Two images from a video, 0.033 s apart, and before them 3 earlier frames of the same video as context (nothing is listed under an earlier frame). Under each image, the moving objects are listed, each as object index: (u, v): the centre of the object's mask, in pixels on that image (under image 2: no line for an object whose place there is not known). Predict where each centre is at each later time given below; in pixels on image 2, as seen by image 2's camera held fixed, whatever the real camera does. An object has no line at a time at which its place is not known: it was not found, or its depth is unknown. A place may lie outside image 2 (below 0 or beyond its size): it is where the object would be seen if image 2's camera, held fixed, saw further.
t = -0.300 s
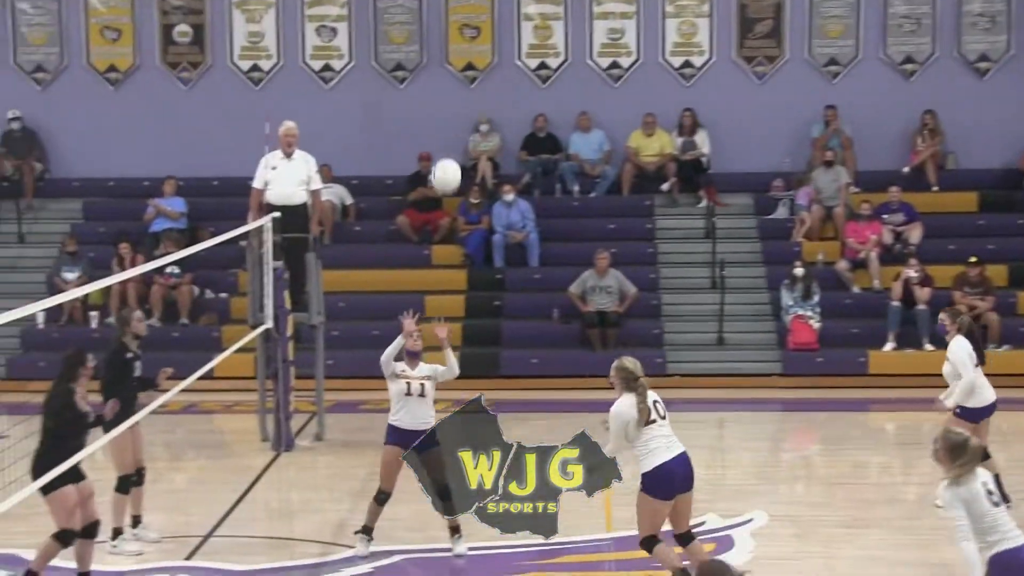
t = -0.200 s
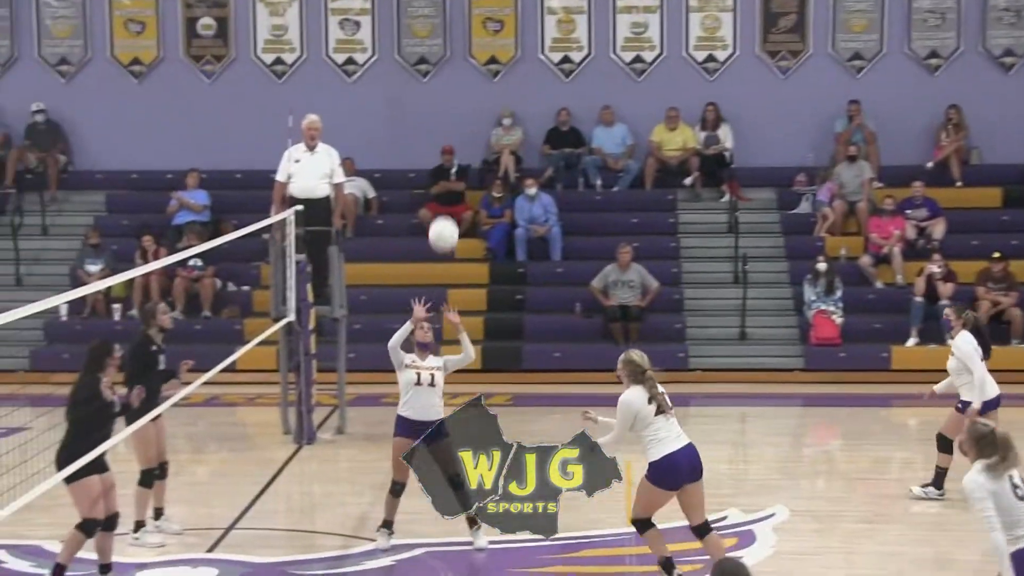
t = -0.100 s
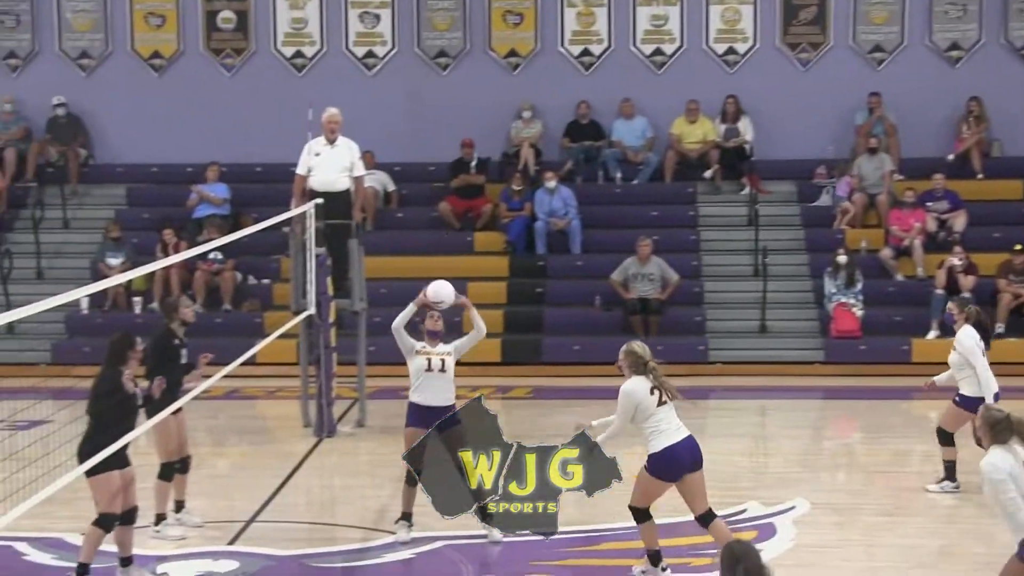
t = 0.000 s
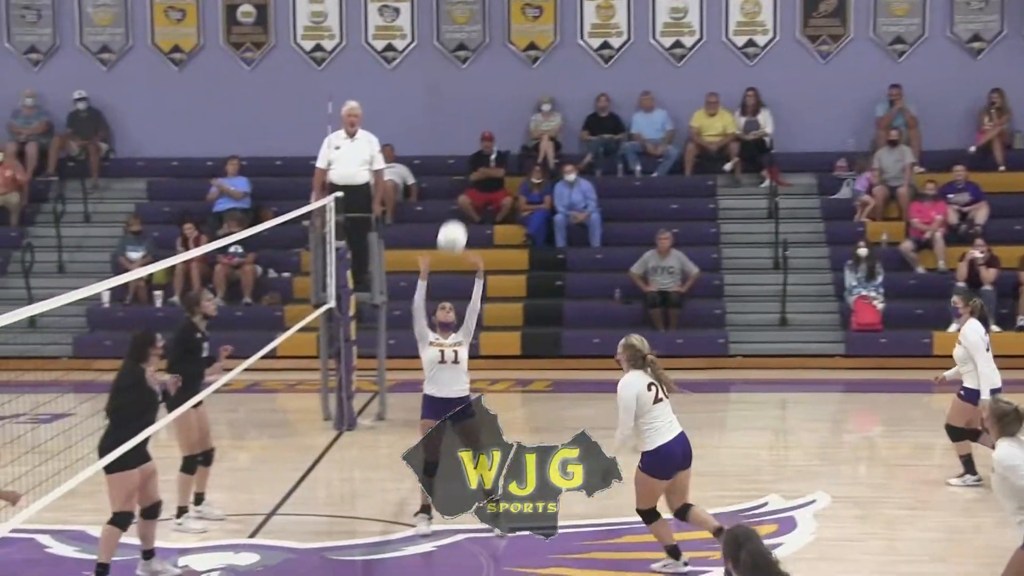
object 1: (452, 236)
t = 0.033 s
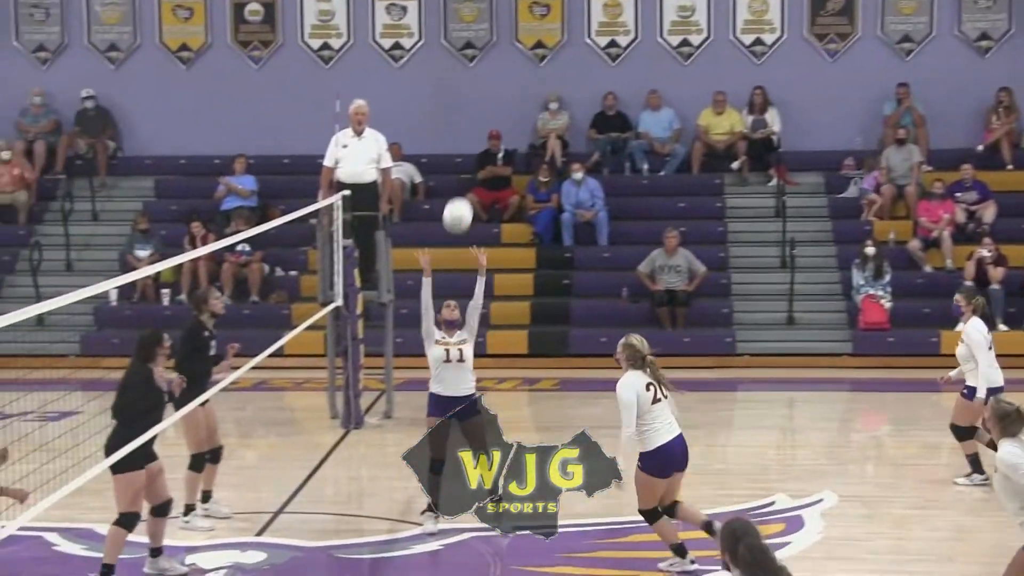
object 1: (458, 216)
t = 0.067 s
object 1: (454, 196)
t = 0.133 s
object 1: (450, 161)
